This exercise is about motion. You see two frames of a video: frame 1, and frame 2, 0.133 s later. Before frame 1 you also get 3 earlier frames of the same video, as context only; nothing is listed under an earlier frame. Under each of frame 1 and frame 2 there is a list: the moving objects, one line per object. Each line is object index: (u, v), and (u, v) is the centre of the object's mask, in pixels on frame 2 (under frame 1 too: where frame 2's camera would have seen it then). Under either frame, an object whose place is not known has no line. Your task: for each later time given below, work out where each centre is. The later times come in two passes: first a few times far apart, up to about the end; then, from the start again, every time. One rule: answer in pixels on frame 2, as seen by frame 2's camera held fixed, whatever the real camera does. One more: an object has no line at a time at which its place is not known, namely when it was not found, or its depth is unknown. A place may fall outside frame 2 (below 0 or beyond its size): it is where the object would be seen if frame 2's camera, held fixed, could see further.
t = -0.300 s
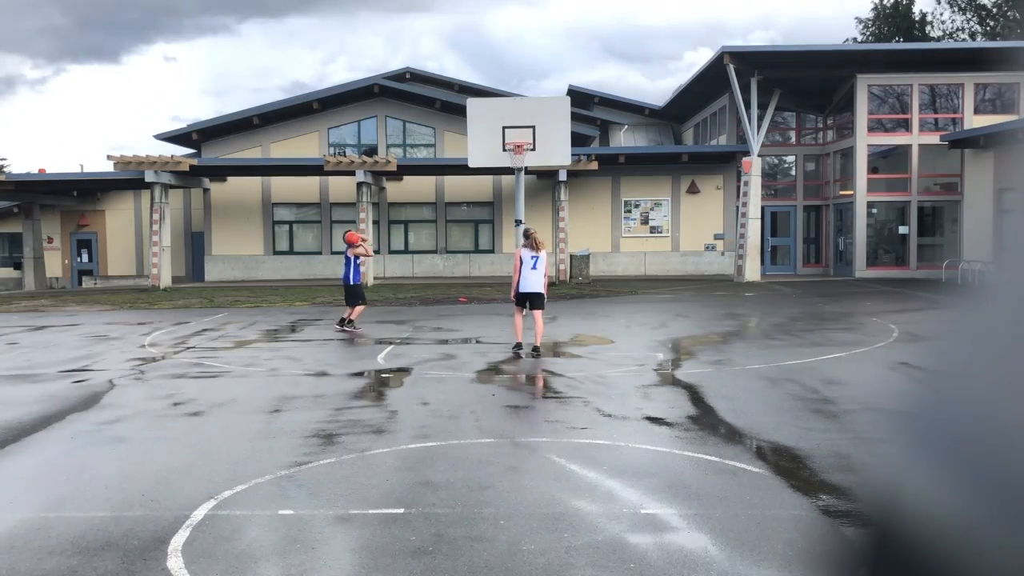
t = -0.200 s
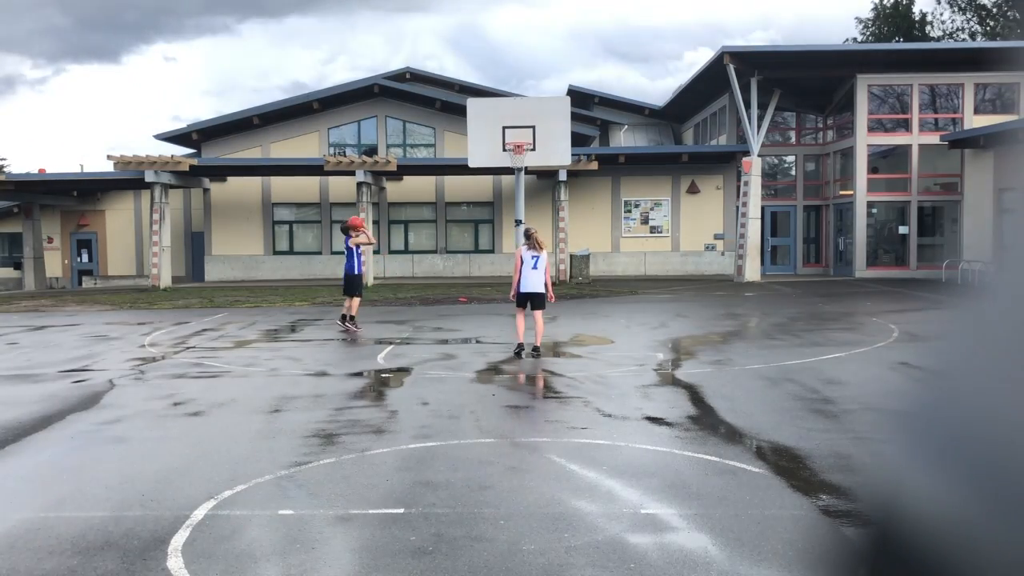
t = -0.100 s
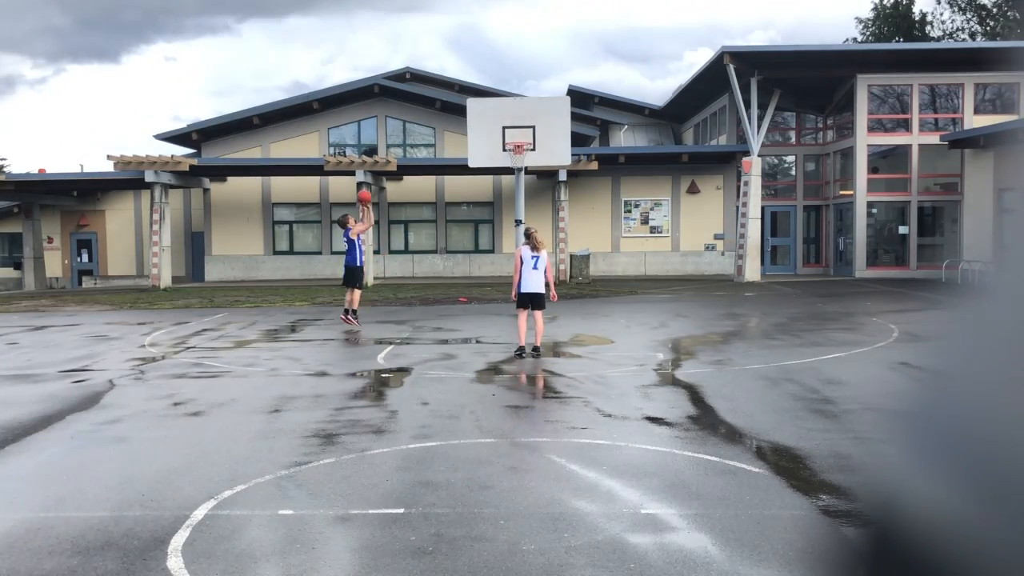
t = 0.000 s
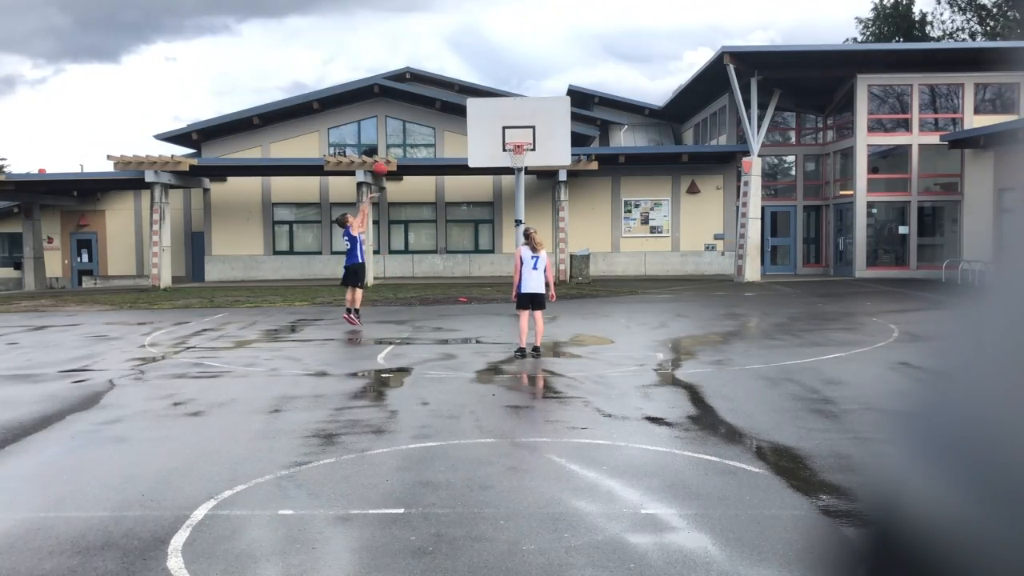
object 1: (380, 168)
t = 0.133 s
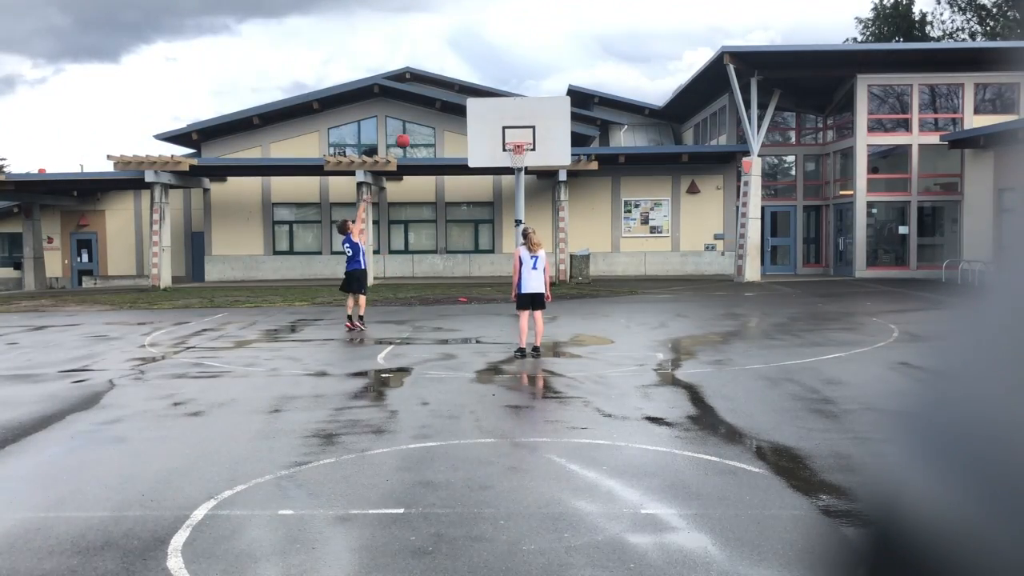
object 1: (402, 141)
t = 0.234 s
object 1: (419, 127)
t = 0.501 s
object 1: (462, 119)
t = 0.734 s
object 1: (499, 145)
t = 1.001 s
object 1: (490, 207)
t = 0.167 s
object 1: (408, 135)
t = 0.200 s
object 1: (413, 131)
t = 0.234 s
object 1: (419, 127)
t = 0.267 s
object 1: (424, 123)
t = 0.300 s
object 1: (430, 121)
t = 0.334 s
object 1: (435, 119)
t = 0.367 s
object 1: (441, 118)
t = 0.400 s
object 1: (446, 117)
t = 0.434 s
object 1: (452, 117)
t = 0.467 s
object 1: (457, 118)
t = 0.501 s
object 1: (462, 119)
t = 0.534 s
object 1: (468, 121)
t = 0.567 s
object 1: (473, 124)
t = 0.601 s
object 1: (478, 126)
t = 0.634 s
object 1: (484, 130)
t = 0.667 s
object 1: (489, 135)
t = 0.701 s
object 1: (494, 140)
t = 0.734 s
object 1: (499, 145)
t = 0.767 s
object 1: (497, 151)
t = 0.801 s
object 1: (496, 157)
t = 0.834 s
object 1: (495, 164)
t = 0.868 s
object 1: (494, 172)
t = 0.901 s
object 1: (493, 180)
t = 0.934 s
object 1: (492, 189)
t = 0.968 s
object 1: (491, 198)
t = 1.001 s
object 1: (490, 207)
